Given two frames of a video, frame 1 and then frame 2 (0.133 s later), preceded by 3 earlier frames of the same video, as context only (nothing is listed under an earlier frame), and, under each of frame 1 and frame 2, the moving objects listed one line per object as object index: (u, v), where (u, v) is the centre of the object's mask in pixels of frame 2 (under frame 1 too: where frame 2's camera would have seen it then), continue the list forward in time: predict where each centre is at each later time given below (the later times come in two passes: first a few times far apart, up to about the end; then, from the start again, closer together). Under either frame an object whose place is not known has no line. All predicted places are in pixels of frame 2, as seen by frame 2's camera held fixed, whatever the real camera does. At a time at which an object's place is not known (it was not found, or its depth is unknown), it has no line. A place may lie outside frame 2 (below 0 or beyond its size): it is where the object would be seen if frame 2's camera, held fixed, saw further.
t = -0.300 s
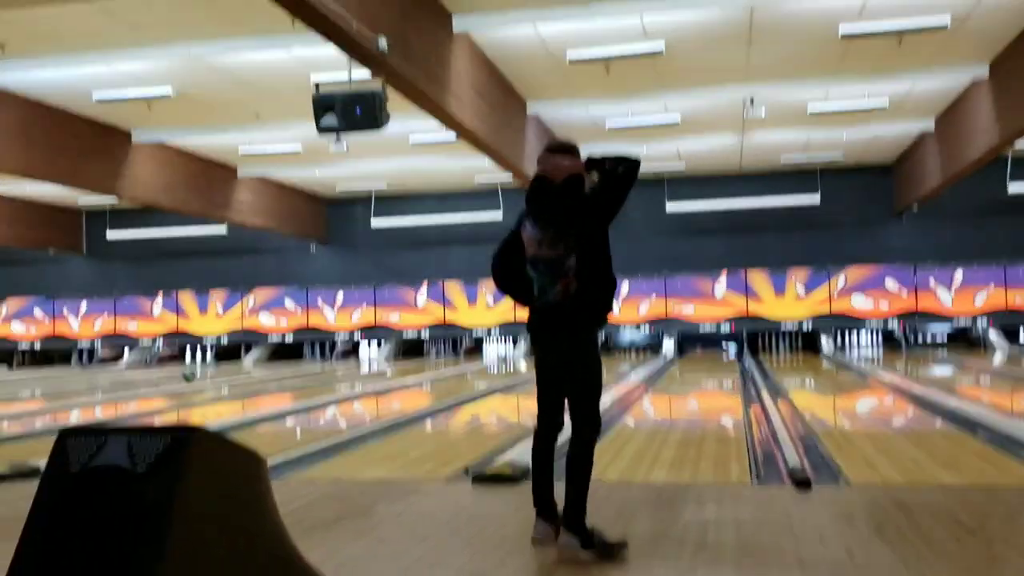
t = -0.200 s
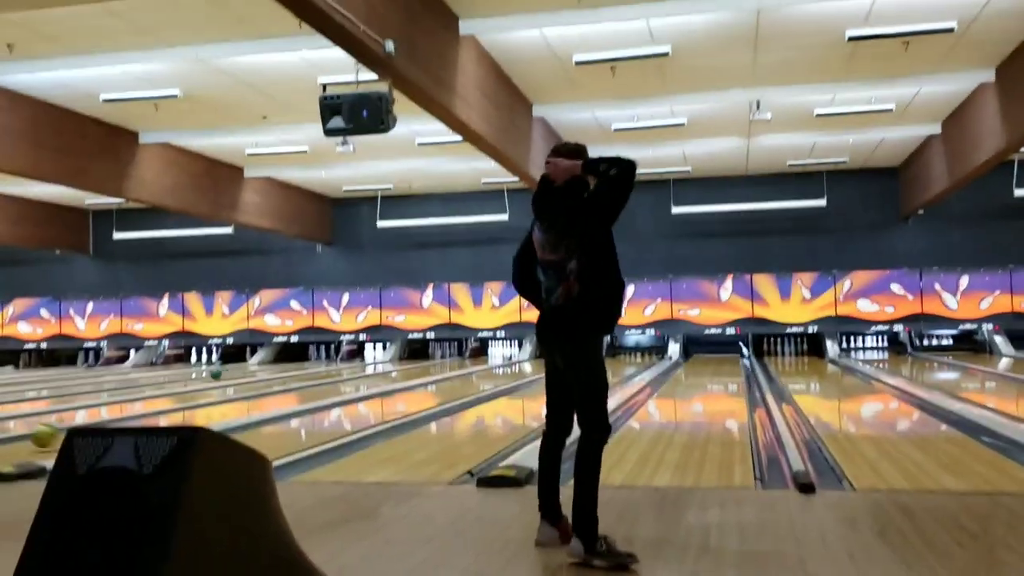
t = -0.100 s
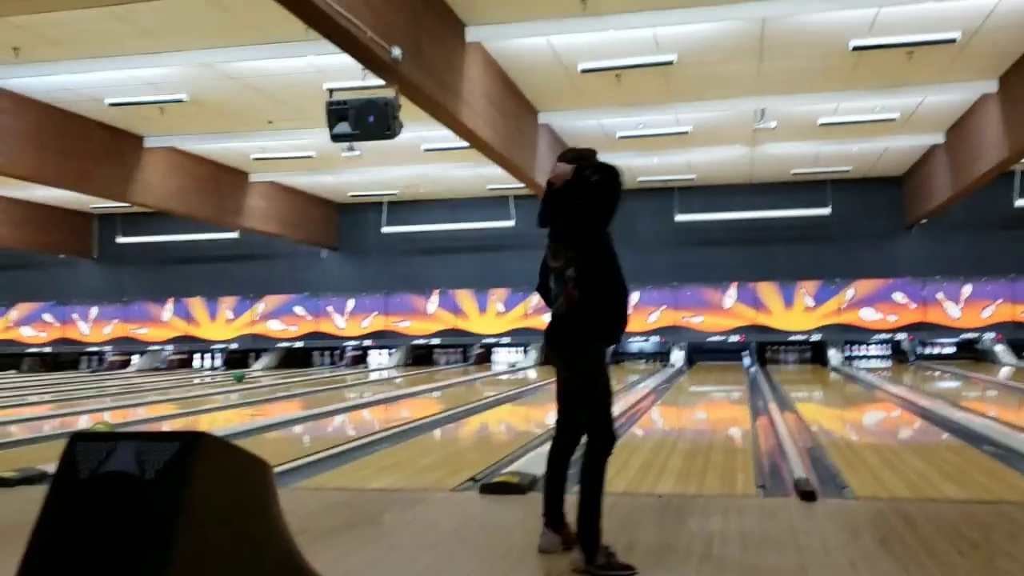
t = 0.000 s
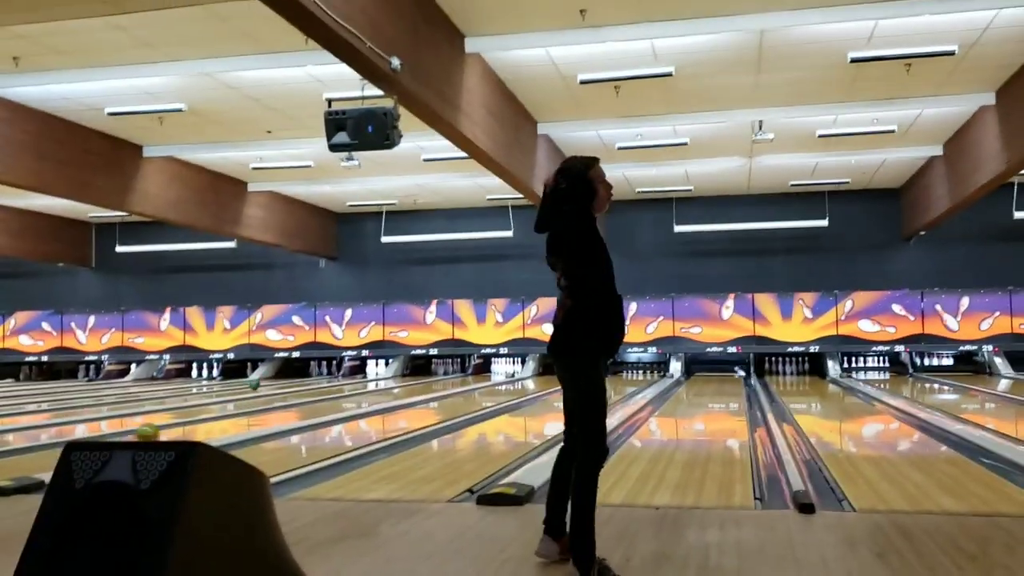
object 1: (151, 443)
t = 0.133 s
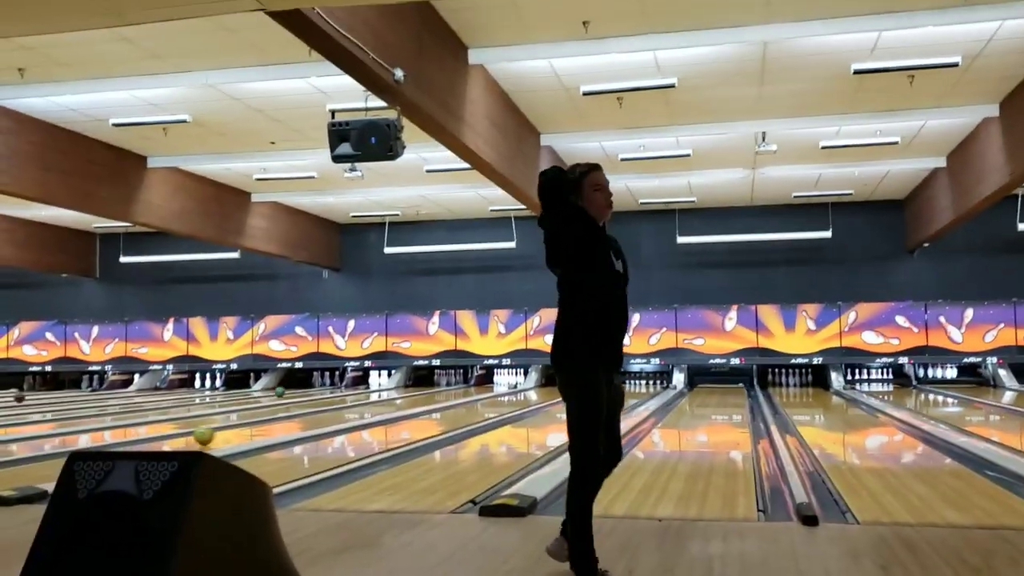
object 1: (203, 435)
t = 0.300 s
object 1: (258, 427)
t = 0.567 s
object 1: (327, 416)
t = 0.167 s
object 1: (215, 432)
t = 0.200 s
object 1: (227, 431)
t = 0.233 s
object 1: (238, 430)
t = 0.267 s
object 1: (248, 428)
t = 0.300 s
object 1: (258, 427)
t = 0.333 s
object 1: (268, 425)
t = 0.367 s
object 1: (277, 423)
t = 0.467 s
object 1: (303, 420)
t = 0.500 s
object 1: (311, 419)
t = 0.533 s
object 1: (319, 417)
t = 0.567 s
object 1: (327, 416)
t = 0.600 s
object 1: (334, 415)
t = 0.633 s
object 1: (340, 414)
